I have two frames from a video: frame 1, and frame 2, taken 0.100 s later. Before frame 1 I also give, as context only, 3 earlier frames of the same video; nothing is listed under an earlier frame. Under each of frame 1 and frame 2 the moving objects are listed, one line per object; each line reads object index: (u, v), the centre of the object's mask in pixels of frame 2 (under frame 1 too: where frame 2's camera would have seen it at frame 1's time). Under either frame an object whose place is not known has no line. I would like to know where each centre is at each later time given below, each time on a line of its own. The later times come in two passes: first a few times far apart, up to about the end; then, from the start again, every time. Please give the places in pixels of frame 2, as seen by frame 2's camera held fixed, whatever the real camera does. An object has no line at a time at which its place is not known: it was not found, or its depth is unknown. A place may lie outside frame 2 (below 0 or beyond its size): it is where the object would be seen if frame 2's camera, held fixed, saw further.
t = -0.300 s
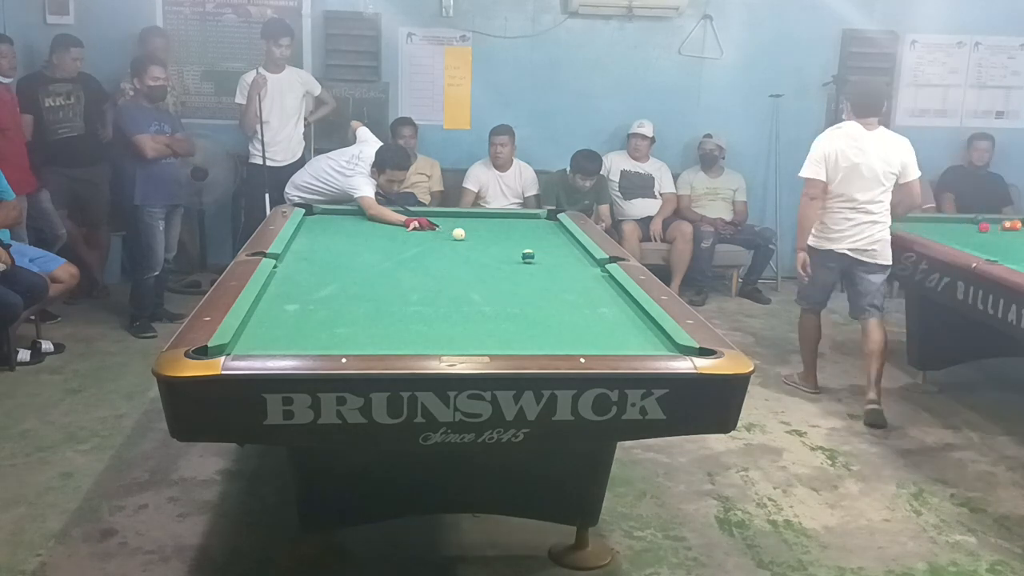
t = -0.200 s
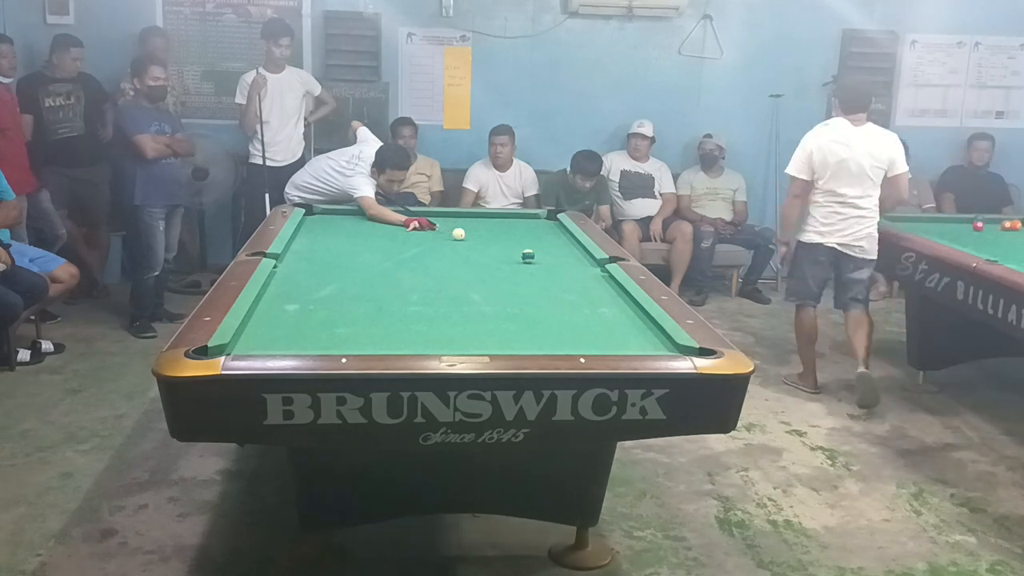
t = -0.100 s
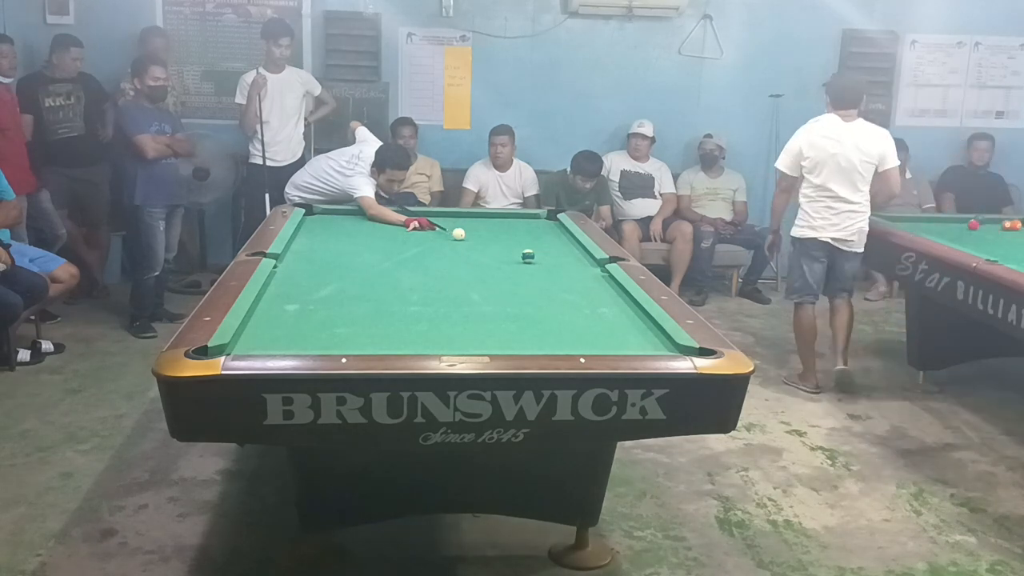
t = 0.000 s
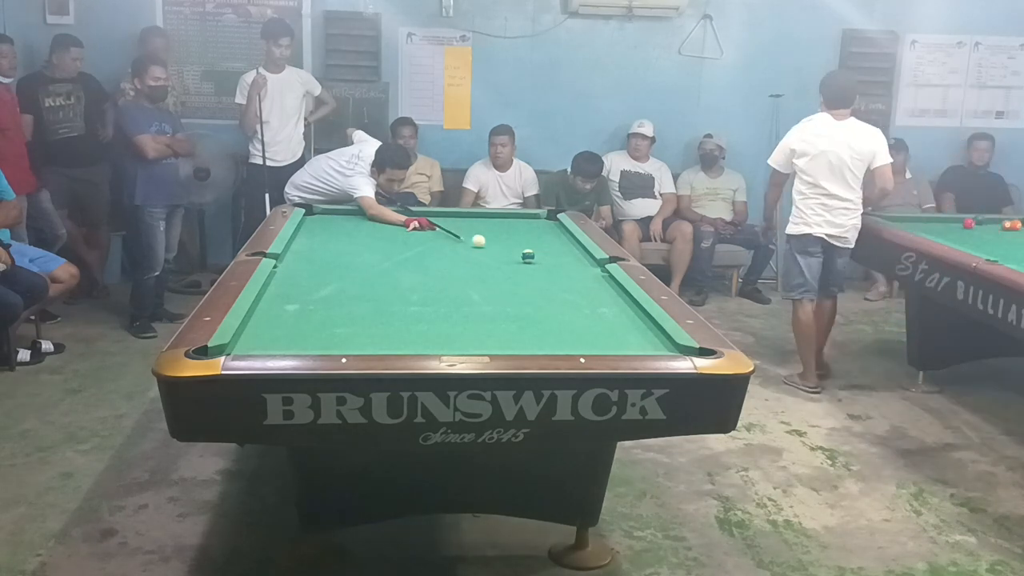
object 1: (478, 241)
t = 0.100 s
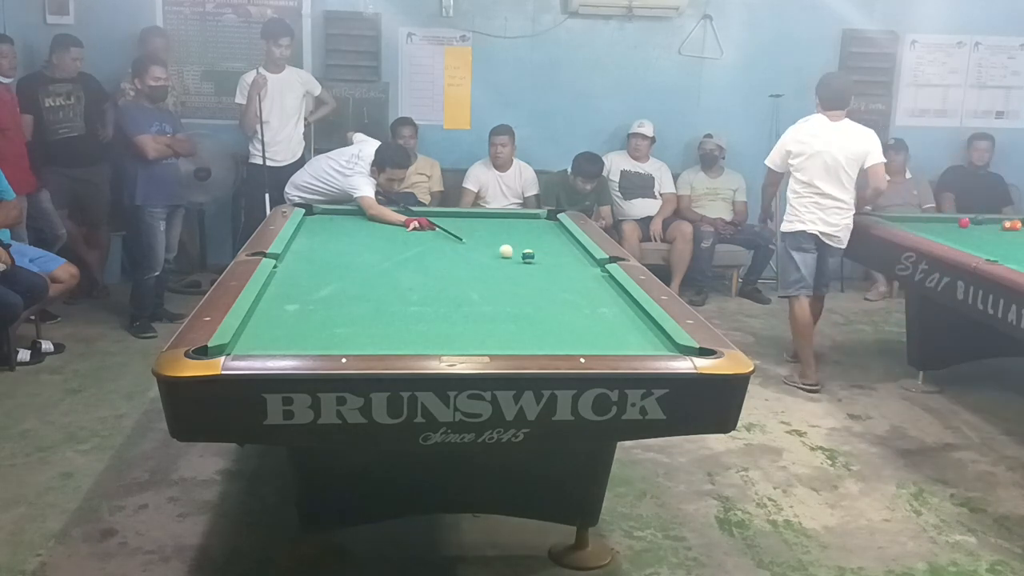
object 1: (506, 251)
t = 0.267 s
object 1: (502, 260)
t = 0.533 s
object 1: (478, 272)
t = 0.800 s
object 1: (451, 285)
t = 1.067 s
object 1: (421, 300)
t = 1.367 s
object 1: (384, 318)
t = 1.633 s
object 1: (346, 336)
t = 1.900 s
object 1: (304, 346)
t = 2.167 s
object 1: (261, 340)
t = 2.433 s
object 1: (258, 332)
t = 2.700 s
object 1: (284, 324)
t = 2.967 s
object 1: (306, 318)
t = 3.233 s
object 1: (325, 312)
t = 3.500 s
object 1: (342, 307)
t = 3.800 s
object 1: (358, 301)
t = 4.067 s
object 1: (371, 298)
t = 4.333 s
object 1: (382, 295)
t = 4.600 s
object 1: (391, 292)
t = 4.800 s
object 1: (398, 290)
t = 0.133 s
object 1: (515, 254)
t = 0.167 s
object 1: (512, 256)
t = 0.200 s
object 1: (508, 257)
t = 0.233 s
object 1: (505, 259)
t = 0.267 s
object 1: (502, 260)
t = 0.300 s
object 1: (499, 262)
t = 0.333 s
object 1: (497, 263)
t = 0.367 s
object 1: (493, 265)
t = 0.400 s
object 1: (490, 266)
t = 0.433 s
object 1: (487, 268)
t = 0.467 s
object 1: (484, 269)
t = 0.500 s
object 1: (481, 271)
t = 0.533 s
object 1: (478, 272)
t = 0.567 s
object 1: (475, 274)
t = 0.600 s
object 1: (471, 276)
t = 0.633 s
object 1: (468, 277)
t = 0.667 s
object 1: (465, 279)
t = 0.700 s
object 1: (461, 280)
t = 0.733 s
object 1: (458, 282)
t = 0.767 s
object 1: (454, 284)
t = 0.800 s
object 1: (451, 285)
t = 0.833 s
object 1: (448, 287)
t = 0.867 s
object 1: (444, 289)
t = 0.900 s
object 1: (440, 291)
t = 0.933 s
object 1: (437, 292)
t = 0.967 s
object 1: (433, 294)
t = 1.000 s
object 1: (429, 296)
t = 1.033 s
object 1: (425, 298)
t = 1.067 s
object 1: (421, 300)
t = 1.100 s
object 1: (417, 302)
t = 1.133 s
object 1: (413, 304)
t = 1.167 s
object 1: (409, 306)
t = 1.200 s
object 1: (405, 307)
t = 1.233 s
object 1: (401, 310)
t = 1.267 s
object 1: (397, 312)
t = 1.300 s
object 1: (392, 314)
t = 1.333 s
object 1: (388, 316)
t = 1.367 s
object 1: (384, 318)
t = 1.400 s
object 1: (379, 320)
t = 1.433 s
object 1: (374, 322)
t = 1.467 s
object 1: (370, 325)
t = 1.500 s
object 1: (365, 327)
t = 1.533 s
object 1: (360, 329)
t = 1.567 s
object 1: (356, 332)
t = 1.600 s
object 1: (351, 334)
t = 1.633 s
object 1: (346, 336)
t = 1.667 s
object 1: (341, 339)
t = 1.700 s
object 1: (336, 341)
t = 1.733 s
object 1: (330, 342)
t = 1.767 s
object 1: (326, 343)
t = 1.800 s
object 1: (320, 345)
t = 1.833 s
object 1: (315, 346)
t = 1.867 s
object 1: (309, 346)
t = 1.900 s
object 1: (304, 346)
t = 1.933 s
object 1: (298, 345)
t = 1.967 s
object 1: (293, 344)
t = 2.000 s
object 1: (288, 344)
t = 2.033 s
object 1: (282, 343)
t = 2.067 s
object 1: (277, 342)
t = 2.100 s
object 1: (272, 342)
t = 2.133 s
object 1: (267, 341)
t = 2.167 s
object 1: (261, 340)
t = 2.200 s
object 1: (256, 340)
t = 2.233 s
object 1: (251, 339)
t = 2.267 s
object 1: (246, 337)
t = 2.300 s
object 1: (245, 336)
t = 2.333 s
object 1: (249, 335)
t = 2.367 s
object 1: (252, 334)
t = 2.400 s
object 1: (255, 333)
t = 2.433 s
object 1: (258, 332)
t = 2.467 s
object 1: (262, 331)
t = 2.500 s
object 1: (265, 330)
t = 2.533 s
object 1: (269, 329)
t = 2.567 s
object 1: (272, 328)
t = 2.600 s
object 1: (275, 327)
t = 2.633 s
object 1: (278, 326)
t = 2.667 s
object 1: (281, 325)
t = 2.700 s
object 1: (284, 324)
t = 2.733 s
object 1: (287, 323)
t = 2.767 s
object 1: (290, 323)
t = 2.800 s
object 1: (292, 322)
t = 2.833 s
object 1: (295, 321)
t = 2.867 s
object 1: (298, 320)
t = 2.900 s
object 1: (301, 319)
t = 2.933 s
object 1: (303, 318)
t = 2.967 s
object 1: (306, 318)
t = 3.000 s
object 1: (308, 317)
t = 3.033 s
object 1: (311, 316)
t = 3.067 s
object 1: (313, 315)
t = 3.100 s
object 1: (315, 315)
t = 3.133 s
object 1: (318, 314)
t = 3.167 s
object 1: (320, 313)
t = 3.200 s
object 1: (323, 313)
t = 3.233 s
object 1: (325, 312)
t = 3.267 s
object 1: (327, 311)
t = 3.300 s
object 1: (329, 310)
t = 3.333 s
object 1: (331, 310)
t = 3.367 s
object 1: (333, 309)
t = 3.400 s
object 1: (335, 309)
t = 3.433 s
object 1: (337, 308)
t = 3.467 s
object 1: (340, 307)
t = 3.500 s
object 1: (342, 307)
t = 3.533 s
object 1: (344, 306)
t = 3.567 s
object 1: (345, 305)
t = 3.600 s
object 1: (347, 305)
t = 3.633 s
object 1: (349, 304)
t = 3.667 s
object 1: (351, 304)
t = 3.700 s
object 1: (353, 303)
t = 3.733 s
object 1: (354, 303)
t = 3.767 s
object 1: (356, 302)
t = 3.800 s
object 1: (358, 301)
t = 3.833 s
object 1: (360, 301)
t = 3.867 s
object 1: (361, 300)
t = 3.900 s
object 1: (363, 300)
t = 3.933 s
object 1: (365, 299)
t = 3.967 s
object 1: (366, 299)
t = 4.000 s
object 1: (368, 299)
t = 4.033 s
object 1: (370, 298)
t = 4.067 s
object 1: (371, 298)
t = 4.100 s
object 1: (372, 297)
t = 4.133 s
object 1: (374, 297)
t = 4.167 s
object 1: (375, 296)
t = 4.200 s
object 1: (376, 296)
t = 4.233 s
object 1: (378, 295)
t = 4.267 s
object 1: (379, 295)
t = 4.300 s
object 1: (380, 295)
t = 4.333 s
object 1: (382, 295)
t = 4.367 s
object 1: (383, 294)
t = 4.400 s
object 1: (384, 294)
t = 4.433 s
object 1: (386, 293)
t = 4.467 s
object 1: (387, 293)
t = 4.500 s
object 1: (388, 293)
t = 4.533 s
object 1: (389, 292)
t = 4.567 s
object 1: (391, 292)
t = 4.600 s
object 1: (391, 292)
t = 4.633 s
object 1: (393, 291)
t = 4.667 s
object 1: (394, 291)
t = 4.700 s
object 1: (395, 291)
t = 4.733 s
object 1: (396, 290)
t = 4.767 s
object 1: (397, 290)
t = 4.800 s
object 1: (398, 290)
